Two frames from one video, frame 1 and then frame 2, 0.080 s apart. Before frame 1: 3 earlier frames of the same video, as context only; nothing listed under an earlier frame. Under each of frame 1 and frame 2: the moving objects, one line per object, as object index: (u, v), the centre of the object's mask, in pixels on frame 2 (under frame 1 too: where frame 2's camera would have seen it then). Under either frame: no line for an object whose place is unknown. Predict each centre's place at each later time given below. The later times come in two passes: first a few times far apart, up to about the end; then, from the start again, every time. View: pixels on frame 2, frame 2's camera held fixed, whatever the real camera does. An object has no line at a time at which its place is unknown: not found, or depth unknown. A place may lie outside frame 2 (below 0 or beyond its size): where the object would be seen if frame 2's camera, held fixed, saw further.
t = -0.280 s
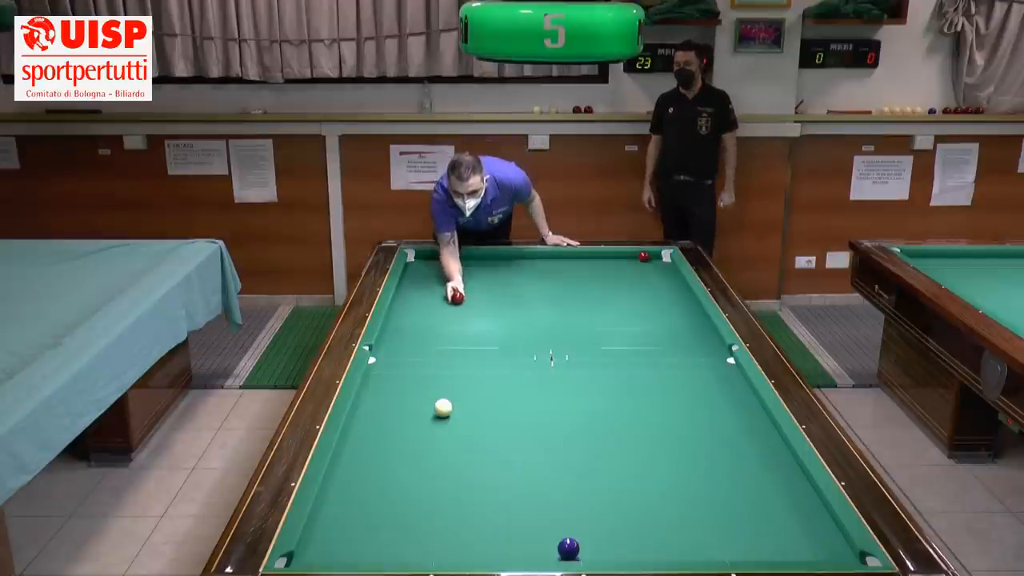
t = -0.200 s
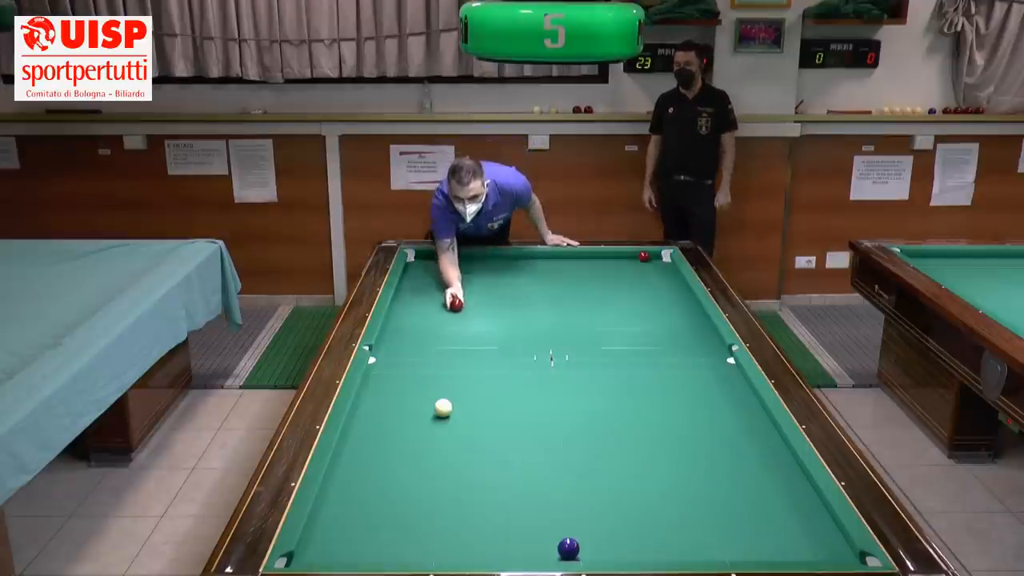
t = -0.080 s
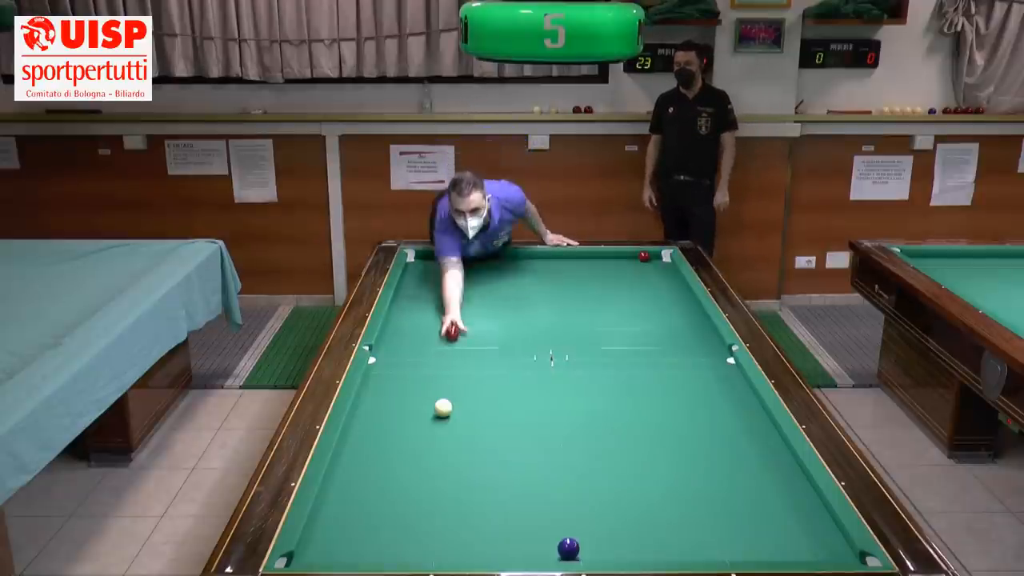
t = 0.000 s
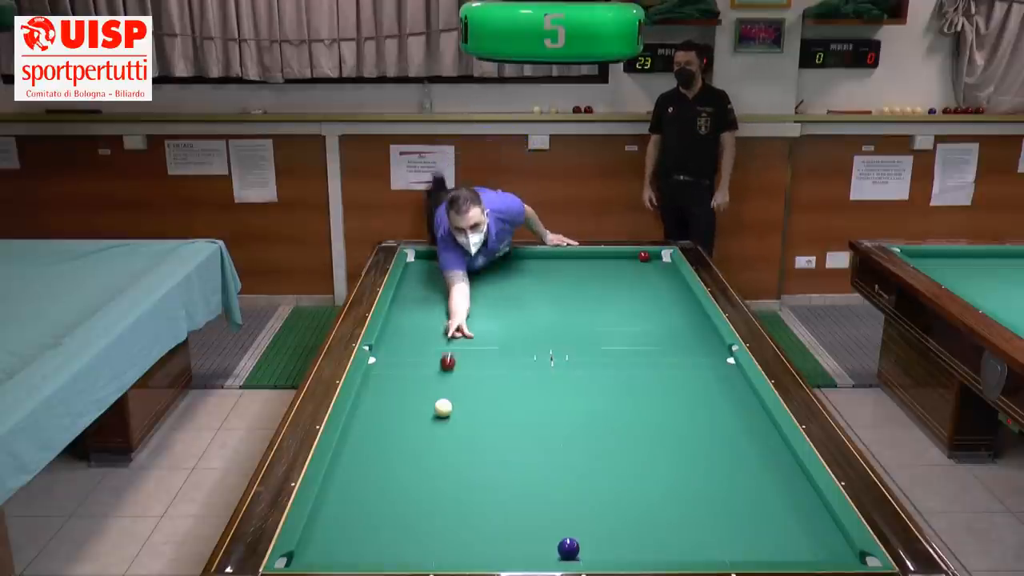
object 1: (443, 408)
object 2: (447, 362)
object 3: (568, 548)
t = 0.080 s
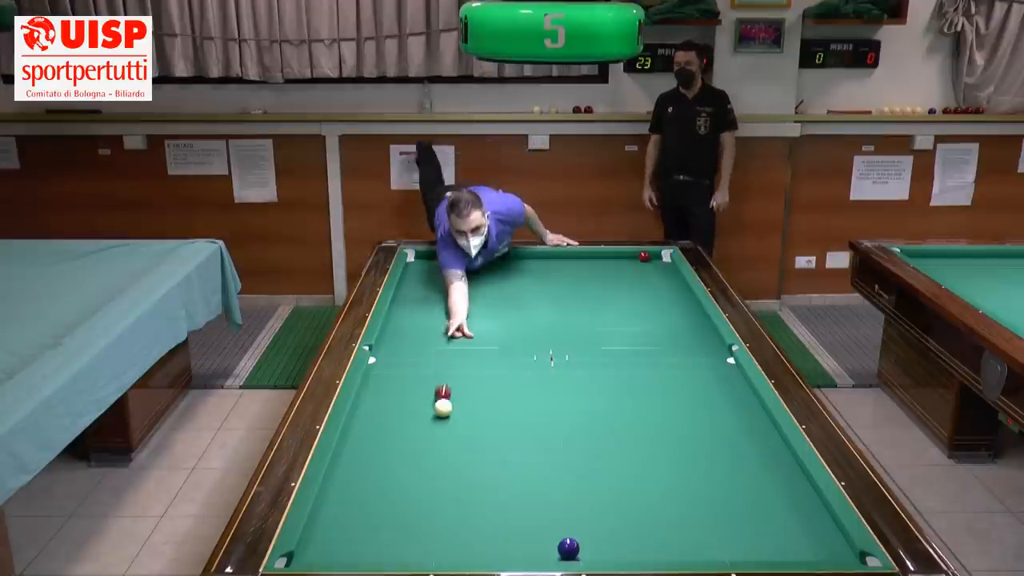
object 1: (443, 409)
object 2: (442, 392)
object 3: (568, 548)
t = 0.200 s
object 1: (449, 457)
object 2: (430, 403)
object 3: (568, 548)
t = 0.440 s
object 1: (469, 531)
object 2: (408, 411)
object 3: (568, 548)
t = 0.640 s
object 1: (483, 452)
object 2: (390, 417)
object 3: (568, 548)
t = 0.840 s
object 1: (492, 400)
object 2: (372, 423)
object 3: (568, 548)
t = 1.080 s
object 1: (500, 353)
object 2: (352, 430)
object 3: (568, 548)
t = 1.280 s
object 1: (505, 321)
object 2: (358, 434)
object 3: (568, 548)
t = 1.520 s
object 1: (511, 290)
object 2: (366, 439)
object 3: (568, 548)
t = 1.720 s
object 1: (515, 268)
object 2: (371, 442)
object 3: (568, 548)
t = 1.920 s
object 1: (518, 261)
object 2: (377, 446)
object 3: (568, 548)
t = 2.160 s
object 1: (520, 277)
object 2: (384, 449)
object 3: (568, 548)
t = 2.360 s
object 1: (523, 291)
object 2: (389, 452)
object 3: (568, 548)
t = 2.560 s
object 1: (526, 305)
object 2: (394, 455)
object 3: (568, 548)
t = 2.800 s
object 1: (530, 325)
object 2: (400, 459)
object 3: (568, 548)
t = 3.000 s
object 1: (534, 343)
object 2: (404, 461)
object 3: (568, 548)
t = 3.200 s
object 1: (537, 363)
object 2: (408, 463)
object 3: (568, 548)
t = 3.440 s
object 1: (543, 389)
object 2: (413, 466)
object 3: (568, 548)
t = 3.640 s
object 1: (548, 414)
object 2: (416, 467)
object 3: (568, 548)
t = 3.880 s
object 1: (554, 448)
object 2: (420, 470)
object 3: (568, 548)
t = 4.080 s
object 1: (561, 479)
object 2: (422, 471)
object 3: (568, 548)
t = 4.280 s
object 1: (568, 516)
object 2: (425, 472)
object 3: (568, 548)
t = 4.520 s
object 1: (583, 544)
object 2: (427, 473)
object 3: (560, 552)
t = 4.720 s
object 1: (598, 555)
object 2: (428, 474)
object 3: (551, 530)
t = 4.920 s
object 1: (606, 551)
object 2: (429, 475)
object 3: (543, 509)
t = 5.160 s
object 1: (613, 542)
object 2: (430, 475)
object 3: (535, 486)
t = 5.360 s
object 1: (619, 533)
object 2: (430, 475)
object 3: (528, 469)
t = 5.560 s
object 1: (624, 525)
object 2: (430, 475)
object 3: (523, 453)
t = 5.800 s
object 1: (630, 516)
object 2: (430, 475)
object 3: (516, 436)
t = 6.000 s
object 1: (635, 509)
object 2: (430, 475)
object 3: (511, 423)
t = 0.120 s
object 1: (444, 419)
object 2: (438, 400)
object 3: (568, 548)
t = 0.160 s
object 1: (447, 437)
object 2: (434, 402)
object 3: (568, 548)
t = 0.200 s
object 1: (449, 457)
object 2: (430, 403)
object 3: (568, 548)
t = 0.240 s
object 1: (452, 478)
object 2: (426, 404)
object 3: (568, 548)
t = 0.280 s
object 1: (455, 501)
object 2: (422, 406)
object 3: (568, 548)
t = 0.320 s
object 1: (458, 525)
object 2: (419, 407)
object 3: (568, 548)
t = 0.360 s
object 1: (462, 549)
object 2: (415, 408)
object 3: (568, 548)
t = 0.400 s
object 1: (465, 549)
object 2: (412, 409)
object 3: (568, 548)
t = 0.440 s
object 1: (469, 531)
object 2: (408, 411)
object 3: (568, 548)
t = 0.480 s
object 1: (472, 512)
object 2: (404, 412)
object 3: (568, 548)
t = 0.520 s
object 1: (475, 495)
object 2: (401, 413)
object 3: (568, 548)
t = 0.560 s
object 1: (478, 479)
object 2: (397, 414)
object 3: (568, 548)
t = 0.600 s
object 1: (480, 465)
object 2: (393, 416)
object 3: (568, 548)
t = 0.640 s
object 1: (483, 452)
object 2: (390, 417)
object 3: (568, 548)
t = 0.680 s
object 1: (485, 440)
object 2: (386, 418)
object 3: (568, 548)
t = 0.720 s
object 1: (486, 429)
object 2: (382, 419)
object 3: (568, 548)
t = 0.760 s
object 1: (488, 419)
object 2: (379, 420)
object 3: (568, 548)
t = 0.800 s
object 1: (490, 409)
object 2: (375, 422)
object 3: (568, 548)
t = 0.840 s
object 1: (492, 400)
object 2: (372, 423)
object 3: (568, 548)
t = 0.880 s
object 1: (493, 392)
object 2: (368, 424)
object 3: (568, 548)
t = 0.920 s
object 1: (495, 383)
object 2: (364, 425)
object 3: (568, 548)
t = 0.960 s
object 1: (496, 375)
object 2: (360, 427)
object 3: (568, 548)
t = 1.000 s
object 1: (497, 368)
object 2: (357, 428)
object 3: (568, 548)
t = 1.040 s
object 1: (499, 360)
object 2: (353, 429)
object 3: (568, 548)
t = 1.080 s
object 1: (500, 353)
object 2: (352, 430)
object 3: (568, 548)
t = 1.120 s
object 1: (501, 346)
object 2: (353, 431)
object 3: (568, 548)
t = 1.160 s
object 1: (502, 339)
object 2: (355, 432)
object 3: (568, 548)
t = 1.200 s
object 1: (503, 333)
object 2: (356, 432)
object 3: (568, 548)
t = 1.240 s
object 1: (504, 326)
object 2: (357, 433)
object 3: (568, 548)
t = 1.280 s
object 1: (505, 321)
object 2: (358, 434)
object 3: (568, 548)
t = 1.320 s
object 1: (506, 315)
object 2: (360, 435)
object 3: (568, 548)
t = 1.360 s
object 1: (507, 310)
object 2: (361, 436)
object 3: (568, 548)
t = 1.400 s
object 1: (508, 304)
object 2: (362, 437)
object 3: (568, 548)
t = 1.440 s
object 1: (509, 299)
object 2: (363, 437)
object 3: (568, 548)
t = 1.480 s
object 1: (510, 294)
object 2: (364, 438)
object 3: (568, 548)
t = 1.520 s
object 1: (511, 290)
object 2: (366, 439)
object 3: (568, 548)
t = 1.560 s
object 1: (512, 285)
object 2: (367, 440)
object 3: (568, 548)
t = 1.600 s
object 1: (512, 280)
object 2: (368, 440)
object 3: (568, 548)
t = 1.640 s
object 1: (513, 276)
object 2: (369, 441)
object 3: (568, 548)
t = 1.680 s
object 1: (514, 272)
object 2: (370, 442)
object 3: (568, 548)
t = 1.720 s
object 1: (515, 268)
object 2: (371, 442)
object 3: (568, 548)
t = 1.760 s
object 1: (515, 264)
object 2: (373, 443)
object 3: (568, 548)
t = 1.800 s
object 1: (516, 260)
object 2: (374, 444)
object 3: (568, 548)
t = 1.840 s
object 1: (517, 256)
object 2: (375, 445)
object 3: (568, 548)
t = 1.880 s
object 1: (517, 257)
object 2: (376, 445)
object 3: (568, 548)
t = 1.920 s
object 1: (518, 261)
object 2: (377, 446)
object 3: (568, 548)
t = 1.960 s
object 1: (518, 264)
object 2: (378, 446)
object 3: (568, 548)
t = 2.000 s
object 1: (518, 266)
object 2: (379, 447)
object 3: (568, 548)
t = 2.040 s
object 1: (519, 269)
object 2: (381, 448)
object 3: (568, 548)
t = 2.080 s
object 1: (519, 272)
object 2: (382, 448)
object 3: (568, 548)
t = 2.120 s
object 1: (520, 275)
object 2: (383, 449)
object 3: (568, 548)
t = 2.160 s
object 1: (520, 277)
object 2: (384, 449)
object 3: (568, 548)
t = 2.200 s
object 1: (521, 280)
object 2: (385, 450)
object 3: (568, 548)
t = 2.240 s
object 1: (521, 282)
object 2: (386, 451)
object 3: (568, 548)
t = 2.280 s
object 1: (522, 285)
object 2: (387, 451)
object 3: (568, 548)
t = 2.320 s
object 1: (523, 288)
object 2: (388, 452)
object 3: (568, 548)
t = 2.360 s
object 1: (523, 291)
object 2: (389, 452)
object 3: (568, 548)
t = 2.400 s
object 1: (524, 293)
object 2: (390, 453)
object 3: (568, 548)
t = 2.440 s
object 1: (524, 297)
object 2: (391, 454)
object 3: (568, 548)
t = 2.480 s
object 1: (525, 299)
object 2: (392, 454)
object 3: (568, 548)
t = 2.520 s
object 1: (526, 302)
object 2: (393, 455)
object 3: (568, 548)
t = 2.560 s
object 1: (526, 305)
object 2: (394, 455)
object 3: (568, 548)
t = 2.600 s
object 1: (527, 309)
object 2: (395, 456)
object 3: (568, 548)
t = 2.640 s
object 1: (527, 312)
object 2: (396, 456)
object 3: (568, 548)
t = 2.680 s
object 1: (528, 315)
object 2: (397, 457)
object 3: (568, 548)
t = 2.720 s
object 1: (529, 318)
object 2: (398, 457)
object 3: (568, 548)
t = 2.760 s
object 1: (529, 322)
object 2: (399, 458)
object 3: (568, 548)
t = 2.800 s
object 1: (530, 325)
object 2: (400, 459)
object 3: (568, 548)
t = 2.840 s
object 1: (531, 329)
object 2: (401, 459)
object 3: (568, 548)
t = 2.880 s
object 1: (532, 332)
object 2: (402, 460)
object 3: (568, 548)
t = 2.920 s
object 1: (532, 336)
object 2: (402, 460)
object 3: (568, 548)
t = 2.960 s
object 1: (533, 339)
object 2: (403, 461)
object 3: (568, 548)
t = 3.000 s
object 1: (534, 343)
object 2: (404, 461)
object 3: (568, 548)
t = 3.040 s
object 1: (534, 347)
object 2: (405, 461)
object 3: (568, 548)
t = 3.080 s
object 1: (535, 351)
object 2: (406, 462)
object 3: (568, 548)
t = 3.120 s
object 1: (536, 355)
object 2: (407, 462)
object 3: (568, 548)
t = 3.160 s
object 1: (537, 359)
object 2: (408, 463)
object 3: (568, 548)
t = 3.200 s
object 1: (537, 363)
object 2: (408, 463)
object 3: (568, 548)
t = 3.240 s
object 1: (538, 367)
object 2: (409, 464)
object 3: (568, 548)
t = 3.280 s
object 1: (539, 371)
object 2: (410, 464)
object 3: (568, 548)
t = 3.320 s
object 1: (540, 376)
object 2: (411, 465)
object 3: (568, 548)
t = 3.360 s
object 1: (541, 380)
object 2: (411, 465)
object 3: (568, 548)
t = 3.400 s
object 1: (542, 385)
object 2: (412, 465)
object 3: (568, 548)
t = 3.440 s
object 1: (543, 389)
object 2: (413, 466)
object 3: (568, 548)
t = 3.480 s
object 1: (544, 394)
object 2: (414, 466)
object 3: (568, 548)
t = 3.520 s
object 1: (545, 399)
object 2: (414, 466)
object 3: (568, 548)
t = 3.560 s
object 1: (546, 404)
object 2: (415, 467)
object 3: (568, 548)
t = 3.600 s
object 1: (547, 409)
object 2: (416, 467)
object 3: (568, 548)
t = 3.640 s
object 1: (548, 414)
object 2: (416, 467)
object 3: (568, 548)
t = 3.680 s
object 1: (549, 419)
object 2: (417, 468)
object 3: (568, 548)
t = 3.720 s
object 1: (550, 425)
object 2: (417, 468)
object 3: (568, 548)
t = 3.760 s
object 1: (551, 431)
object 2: (418, 468)
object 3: (568, 548)
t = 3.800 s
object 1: (552, 436)
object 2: (419, 469)
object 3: (568, 548)
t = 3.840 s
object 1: (553, 442)
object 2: (419, 469)
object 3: (568, 548)
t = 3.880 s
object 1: (554, 448)
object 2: (420, 470)
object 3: (568, 548)
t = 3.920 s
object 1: (555, 454)
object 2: (420, 470)
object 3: (568, 548)
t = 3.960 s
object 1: (557, 460)
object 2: (421, 470)
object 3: (568, 548)
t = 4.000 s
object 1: (558, 466)
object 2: (421, 470)
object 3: (568, 548)
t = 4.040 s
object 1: (559, 473)
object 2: (422, 471)
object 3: (568, 548)
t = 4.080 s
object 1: (561, 479)
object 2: (422, 471)
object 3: (568, 548)
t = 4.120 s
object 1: (562, 486)
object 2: (423, 471)
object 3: (568, 548)
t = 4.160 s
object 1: (563, 493)
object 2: (423, 471)
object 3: (568, 548)
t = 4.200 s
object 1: (565, 501)
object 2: (424, 471)
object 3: (568, 548)
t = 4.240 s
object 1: (566, 508)
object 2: (424, 472)
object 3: (568, 548)
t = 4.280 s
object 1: (568, 516)
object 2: (425, 472)
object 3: (568, 548)
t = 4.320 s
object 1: (569, 523)
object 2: (425, 472)
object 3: (568, 548)
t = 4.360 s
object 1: (571, 529)
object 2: (425, 472)
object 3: (568, 548)
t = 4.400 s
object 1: (574, 534)
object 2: (426, 473)
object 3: (567, 551)
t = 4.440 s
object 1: (577, 538)
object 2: (426, 473)
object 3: (565, 555)
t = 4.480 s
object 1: (580, 540)
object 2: (426, 473)
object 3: (562, 555)
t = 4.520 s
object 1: (583, 544)
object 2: (427, 473)
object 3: (560, 552)
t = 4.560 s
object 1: (586, 546)
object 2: (427, 473)
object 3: (558, 548)
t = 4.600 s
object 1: (589, 549)
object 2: (427, 474)
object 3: (556, 544)
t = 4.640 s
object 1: (592, 550)
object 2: (428, 474)
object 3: (555, 539)
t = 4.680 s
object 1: (595, 553)
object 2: (428, 474)
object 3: (553, 535)
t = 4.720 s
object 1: (598, 555)
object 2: (428, 474)
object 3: (551, 530)
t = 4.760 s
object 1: (601, 556)
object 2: (428, 474)
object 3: (550, 526)
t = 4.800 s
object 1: (602, 554)
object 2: (429, 474)
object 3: (548, 522)
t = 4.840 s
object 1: (603, 553)
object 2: (429, 474)
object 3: (546, 517)
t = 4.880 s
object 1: (605, 551)
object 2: (429, 474)
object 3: (545, 513)
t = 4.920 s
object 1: (606, 551)
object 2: (429, 475)
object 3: (543, 509)
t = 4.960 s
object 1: (607, 550)
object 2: (429, 475)
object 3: (542, 505)
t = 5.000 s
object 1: (608, 549)
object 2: (429, 475)
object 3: (541, 501)
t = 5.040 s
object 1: (610, 547)
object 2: (429, 475)
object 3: (539, 497)
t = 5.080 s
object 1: (611, 545)
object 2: (430, 475)
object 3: (538, 493)
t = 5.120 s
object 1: (612, 544)
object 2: (430, 475)
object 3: (536, 490)
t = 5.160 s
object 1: (613, 542)
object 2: (430, 475)
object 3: (535, 486)
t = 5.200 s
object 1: (615, 540)
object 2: (430, 475)
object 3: (534, 483)
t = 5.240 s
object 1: (616, 538)
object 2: (430, 475)
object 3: (532, 479)
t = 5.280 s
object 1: (617, 537)
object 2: (430, 475)
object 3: (531, 476)
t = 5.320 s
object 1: (618, 535)
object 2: (430, 475)
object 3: (530, 472)
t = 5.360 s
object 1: (619, 533)
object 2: (430, 475)
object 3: (528, 469)
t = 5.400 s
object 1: (620, 532)
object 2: (430, 475)
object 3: (527, 466)
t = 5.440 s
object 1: (621, 530)
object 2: (430, 475)
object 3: (526, 462)
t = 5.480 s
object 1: (622, 528)
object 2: (430, 475)
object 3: (525, 459)
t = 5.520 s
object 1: (623, 527)
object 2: (430, 475)
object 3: (524, 456)
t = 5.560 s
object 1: (624, 525)
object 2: (430, 475)
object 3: (523, 453)
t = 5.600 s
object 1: (626, 524)
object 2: (430, 475)
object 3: (521, 450)
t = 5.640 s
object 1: (626, 522)
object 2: (430, 475)
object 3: (520, 447)
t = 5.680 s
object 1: (627, 520)
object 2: (430, 475)
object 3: (519, 444)
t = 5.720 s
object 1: (629, 519)
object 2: (430, 475)
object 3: (518, 441)
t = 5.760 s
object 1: (629, 518)
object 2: (430, 475)
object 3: (517, 439)
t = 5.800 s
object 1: (630, 516)
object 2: (430, 475)
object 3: (516, 436)
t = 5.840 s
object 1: (631, 515)
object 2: (430, 475)
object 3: (515, 433)
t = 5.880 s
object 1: (632, 513)
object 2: (430, 475)
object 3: (514, 430)
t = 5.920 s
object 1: (633, 512)
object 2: (430, 475)
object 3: (513, 428)
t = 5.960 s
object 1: (634, 511)
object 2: (430, 475)
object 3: (512, 425)
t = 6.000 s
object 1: (635, 509)
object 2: (430, 475)
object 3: (511, 423)
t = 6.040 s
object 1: (636, 508)
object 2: (430, 475)
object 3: (511, 420)
